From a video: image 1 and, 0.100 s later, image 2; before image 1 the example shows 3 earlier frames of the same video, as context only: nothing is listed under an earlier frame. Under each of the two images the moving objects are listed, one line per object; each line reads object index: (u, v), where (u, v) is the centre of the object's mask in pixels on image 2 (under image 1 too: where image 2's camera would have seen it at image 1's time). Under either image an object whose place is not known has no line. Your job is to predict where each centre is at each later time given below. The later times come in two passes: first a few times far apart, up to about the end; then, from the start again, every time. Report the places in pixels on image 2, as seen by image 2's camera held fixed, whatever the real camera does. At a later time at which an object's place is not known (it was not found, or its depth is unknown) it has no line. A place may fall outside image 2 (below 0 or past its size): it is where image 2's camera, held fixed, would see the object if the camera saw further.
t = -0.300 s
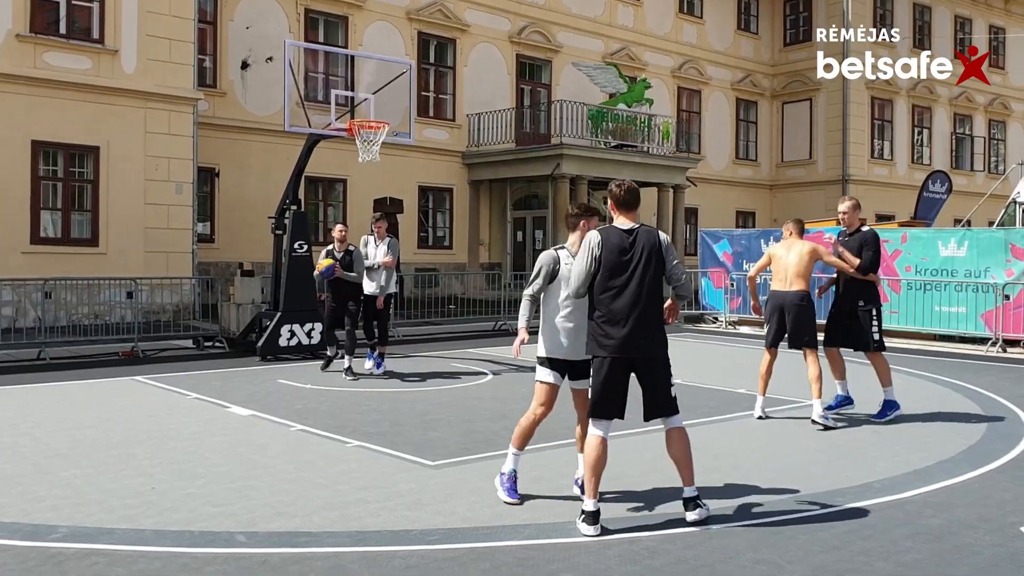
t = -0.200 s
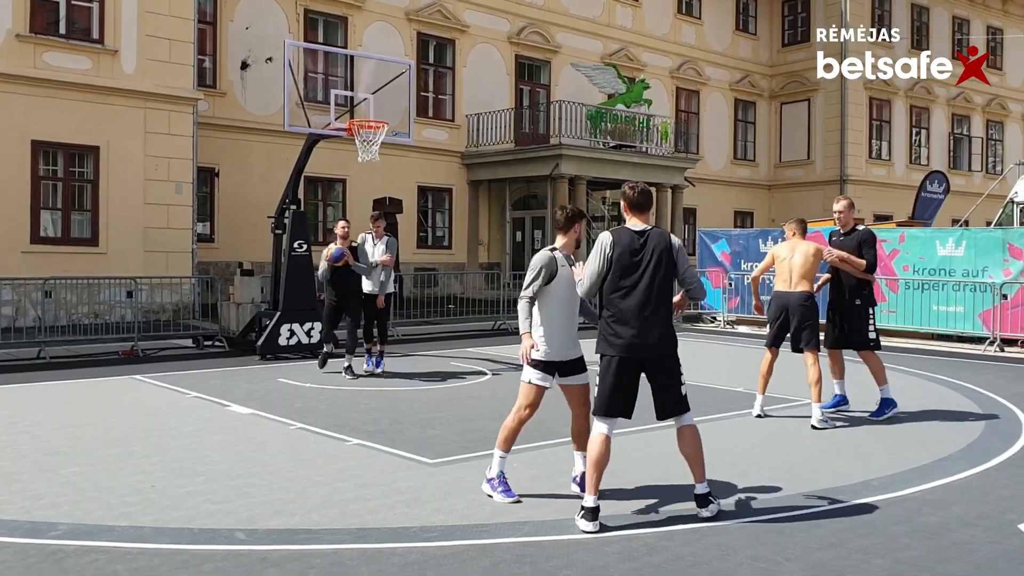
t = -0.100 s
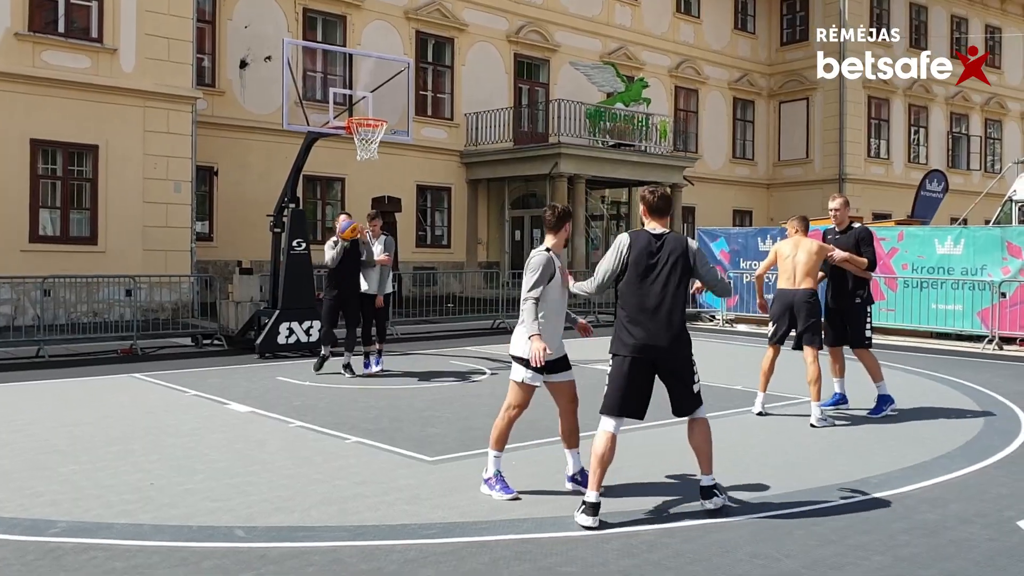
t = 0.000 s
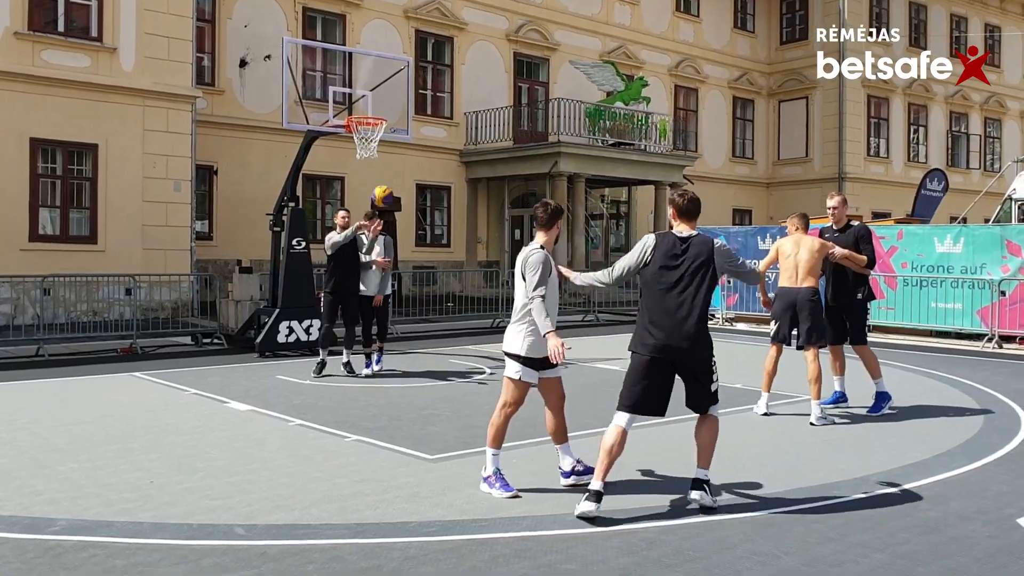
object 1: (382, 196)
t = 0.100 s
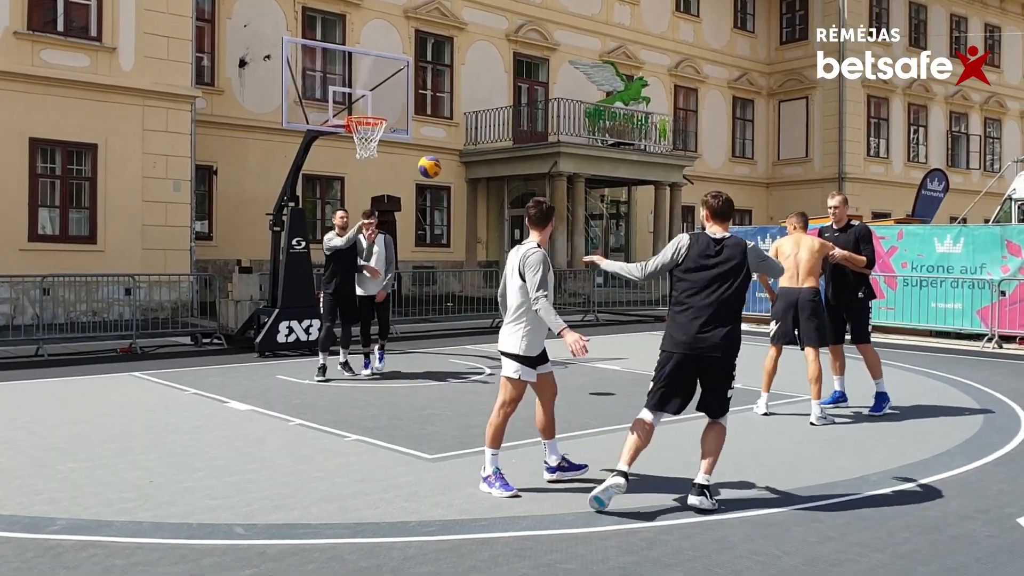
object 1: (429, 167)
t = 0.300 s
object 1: (538, 127)
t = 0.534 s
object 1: (702, 127)
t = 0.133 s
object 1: (446, 159)
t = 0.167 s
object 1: (463, 151)
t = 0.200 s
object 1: (480, 143)
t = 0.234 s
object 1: (500, 137)
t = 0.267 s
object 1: (518, 132)
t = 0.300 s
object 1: (538, 127)
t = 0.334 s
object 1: (559, 124)
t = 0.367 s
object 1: (580, 122)
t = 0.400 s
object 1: (603, 120)
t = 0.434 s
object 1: (626, 120)
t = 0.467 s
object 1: (650, 121)
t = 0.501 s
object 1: (675, 123)
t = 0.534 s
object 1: (702, 127)
